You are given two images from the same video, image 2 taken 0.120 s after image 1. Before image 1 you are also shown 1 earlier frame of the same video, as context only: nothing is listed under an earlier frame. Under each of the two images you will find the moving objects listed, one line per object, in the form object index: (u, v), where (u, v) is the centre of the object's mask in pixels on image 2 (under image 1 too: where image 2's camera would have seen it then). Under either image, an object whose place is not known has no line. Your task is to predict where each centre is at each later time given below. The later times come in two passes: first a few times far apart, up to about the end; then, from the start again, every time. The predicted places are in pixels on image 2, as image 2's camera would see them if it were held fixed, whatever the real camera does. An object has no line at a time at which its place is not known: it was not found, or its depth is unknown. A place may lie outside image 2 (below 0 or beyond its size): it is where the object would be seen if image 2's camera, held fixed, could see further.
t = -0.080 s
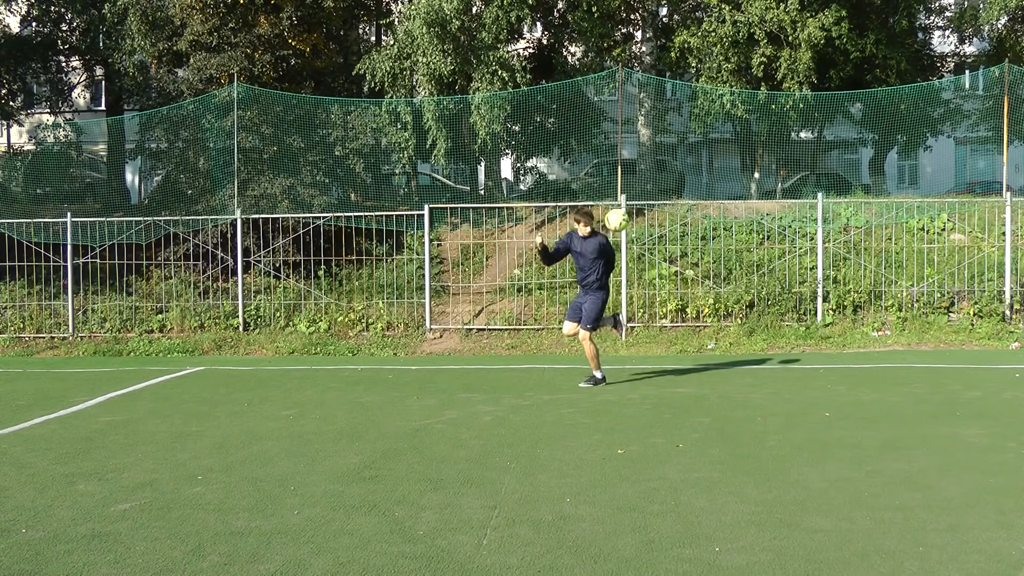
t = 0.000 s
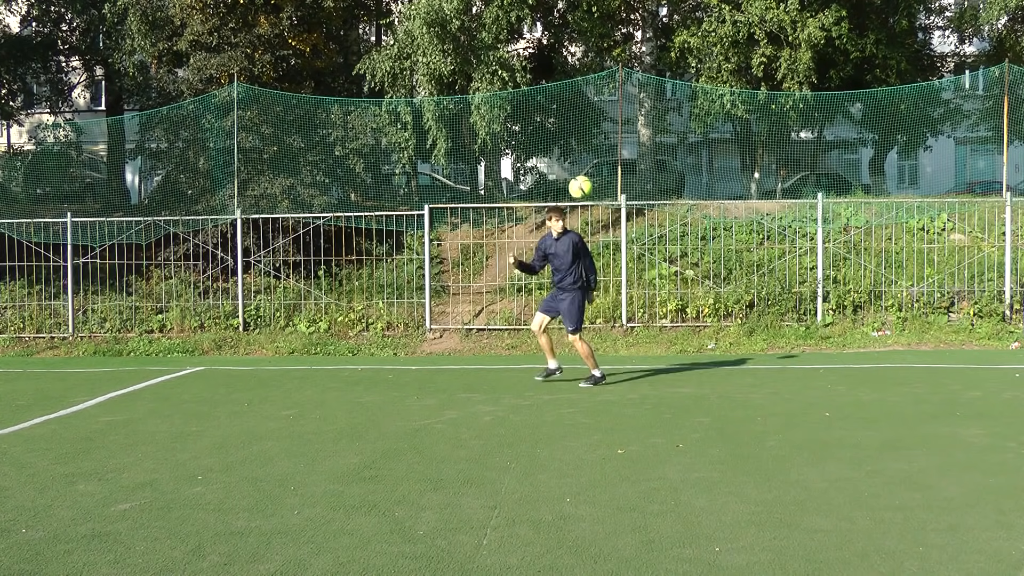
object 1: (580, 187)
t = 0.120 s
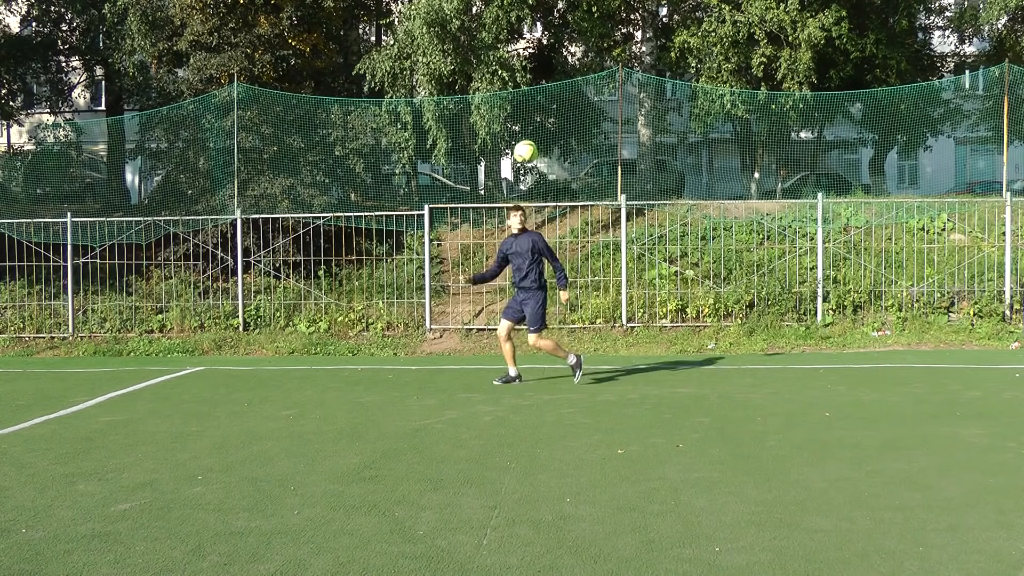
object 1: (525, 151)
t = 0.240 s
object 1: (470, 132)
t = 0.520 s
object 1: (345, 145)
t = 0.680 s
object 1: (275, 190)
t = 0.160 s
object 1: (507, 143)
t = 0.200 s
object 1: (489, 136)
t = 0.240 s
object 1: (470, 132)
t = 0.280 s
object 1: (453, 128)
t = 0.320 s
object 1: (434, 126)
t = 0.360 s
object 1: (416, 127)
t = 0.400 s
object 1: (399, 129)
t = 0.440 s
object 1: (378, 131)
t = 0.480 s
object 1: (362, 137)
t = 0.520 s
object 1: (345, 145)
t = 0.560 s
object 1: (327, 153)
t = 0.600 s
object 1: (309, 164)
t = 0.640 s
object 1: (292, 176)
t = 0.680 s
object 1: (275, 190)
